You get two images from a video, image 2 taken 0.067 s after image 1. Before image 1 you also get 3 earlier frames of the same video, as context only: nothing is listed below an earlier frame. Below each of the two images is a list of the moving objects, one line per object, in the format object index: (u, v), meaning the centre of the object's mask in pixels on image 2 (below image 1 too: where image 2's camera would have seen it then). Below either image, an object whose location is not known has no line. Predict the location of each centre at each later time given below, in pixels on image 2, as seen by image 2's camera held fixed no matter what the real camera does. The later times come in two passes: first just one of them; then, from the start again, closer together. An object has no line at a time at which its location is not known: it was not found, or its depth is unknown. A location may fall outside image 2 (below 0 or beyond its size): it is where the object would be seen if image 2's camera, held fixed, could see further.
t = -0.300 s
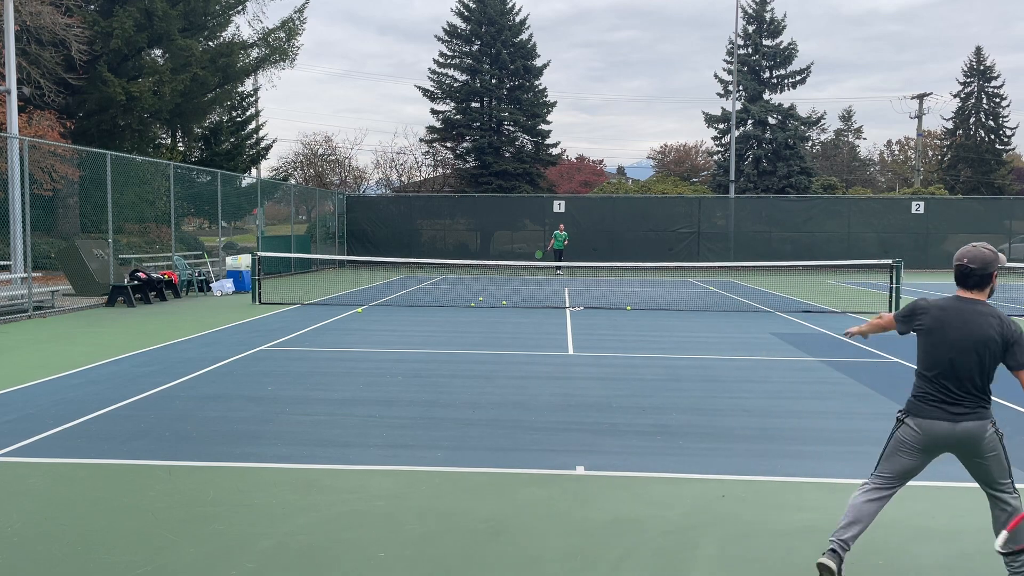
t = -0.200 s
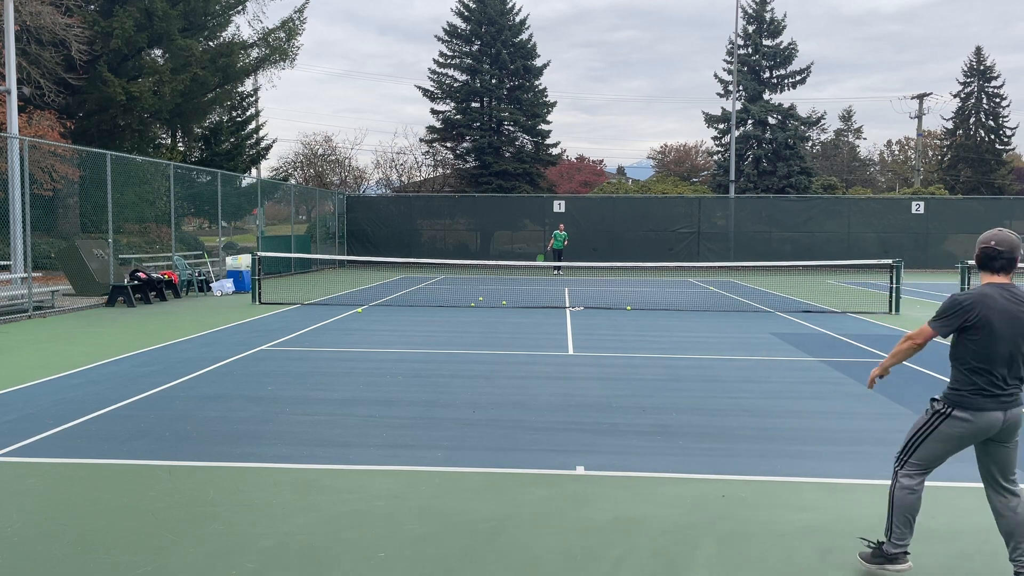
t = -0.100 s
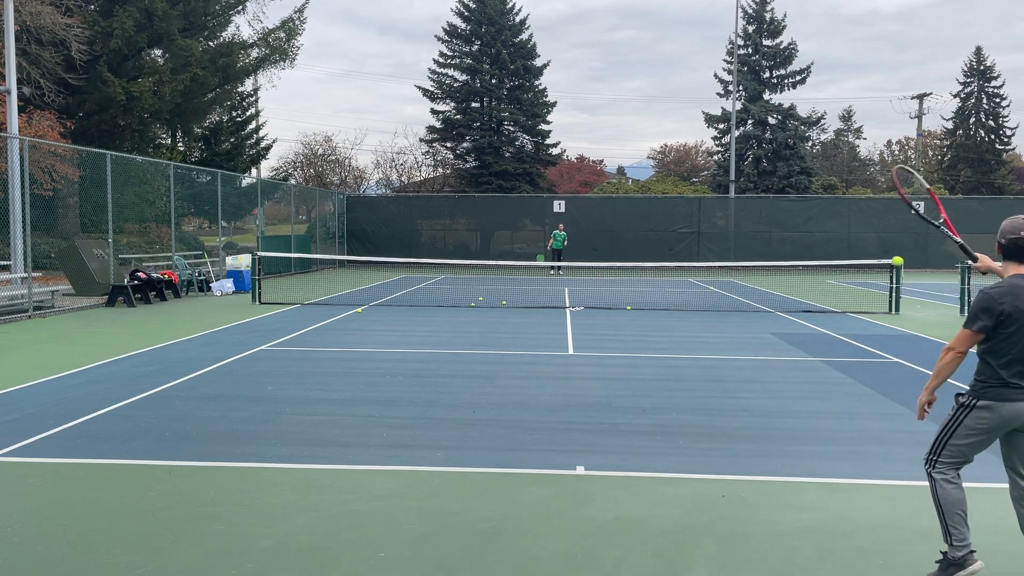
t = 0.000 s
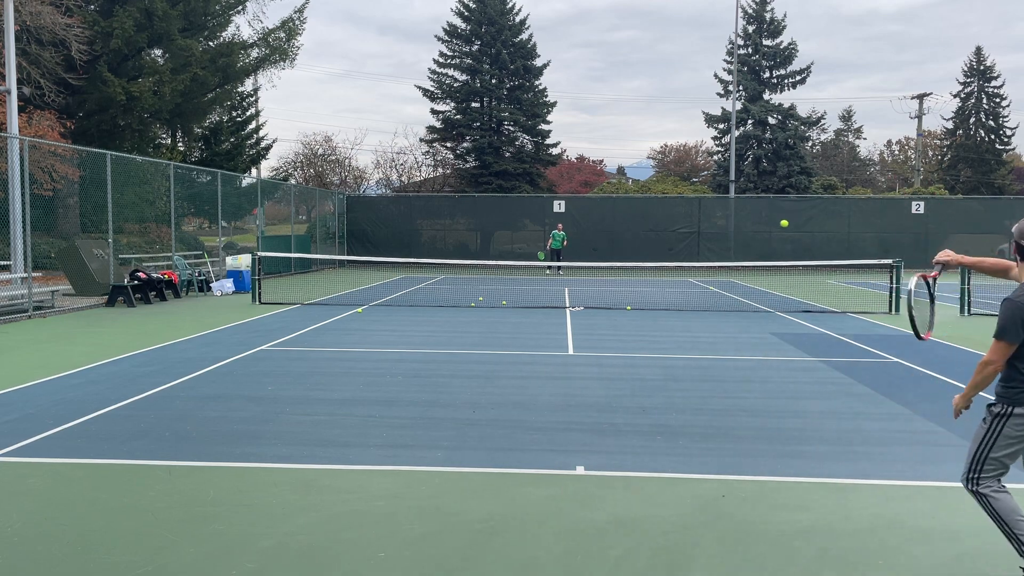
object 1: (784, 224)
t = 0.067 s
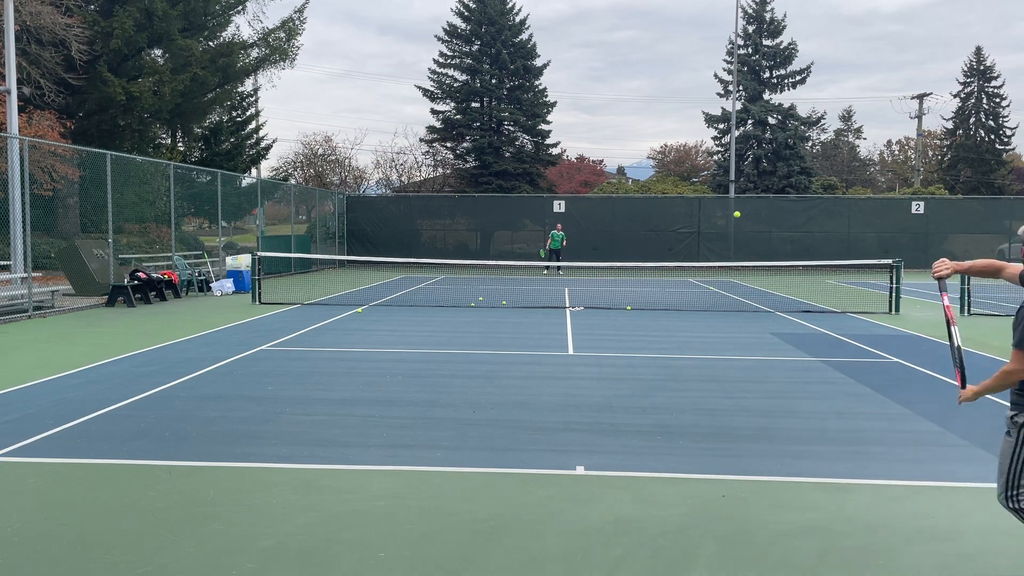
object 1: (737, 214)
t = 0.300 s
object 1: (644, 223)
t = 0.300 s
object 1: (644, 223)
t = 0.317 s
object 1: (640, 225)
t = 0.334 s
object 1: (636, 227)
